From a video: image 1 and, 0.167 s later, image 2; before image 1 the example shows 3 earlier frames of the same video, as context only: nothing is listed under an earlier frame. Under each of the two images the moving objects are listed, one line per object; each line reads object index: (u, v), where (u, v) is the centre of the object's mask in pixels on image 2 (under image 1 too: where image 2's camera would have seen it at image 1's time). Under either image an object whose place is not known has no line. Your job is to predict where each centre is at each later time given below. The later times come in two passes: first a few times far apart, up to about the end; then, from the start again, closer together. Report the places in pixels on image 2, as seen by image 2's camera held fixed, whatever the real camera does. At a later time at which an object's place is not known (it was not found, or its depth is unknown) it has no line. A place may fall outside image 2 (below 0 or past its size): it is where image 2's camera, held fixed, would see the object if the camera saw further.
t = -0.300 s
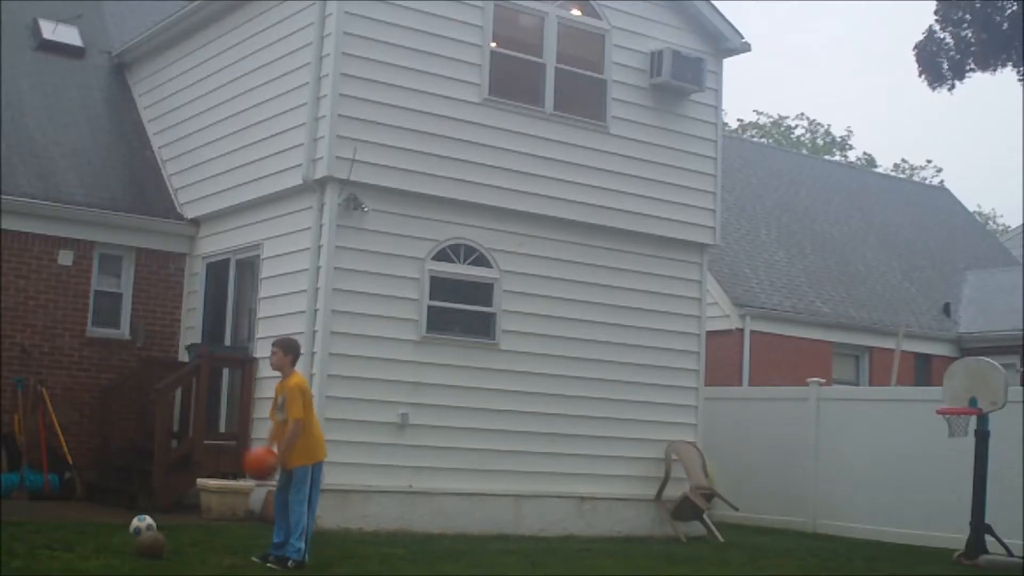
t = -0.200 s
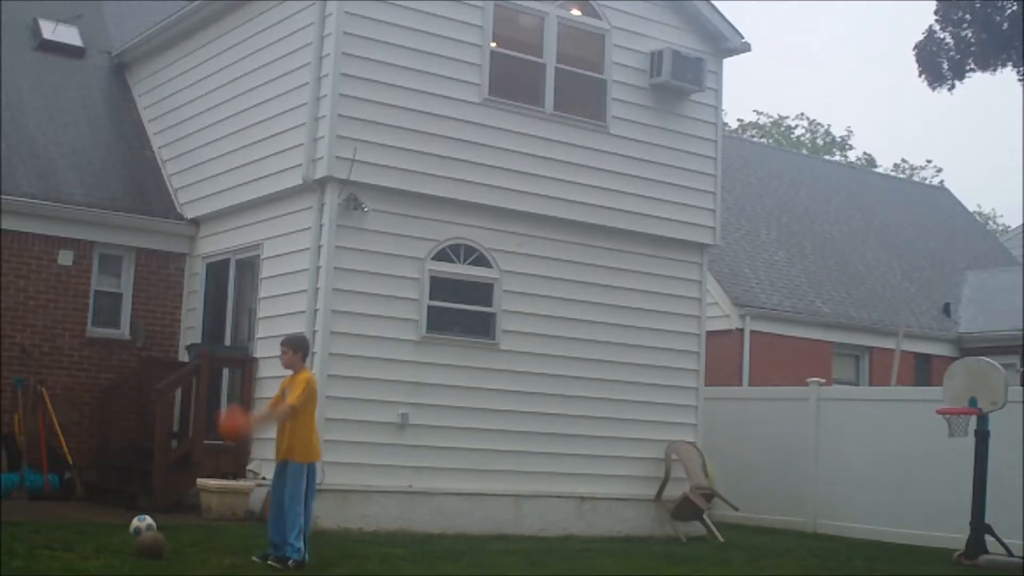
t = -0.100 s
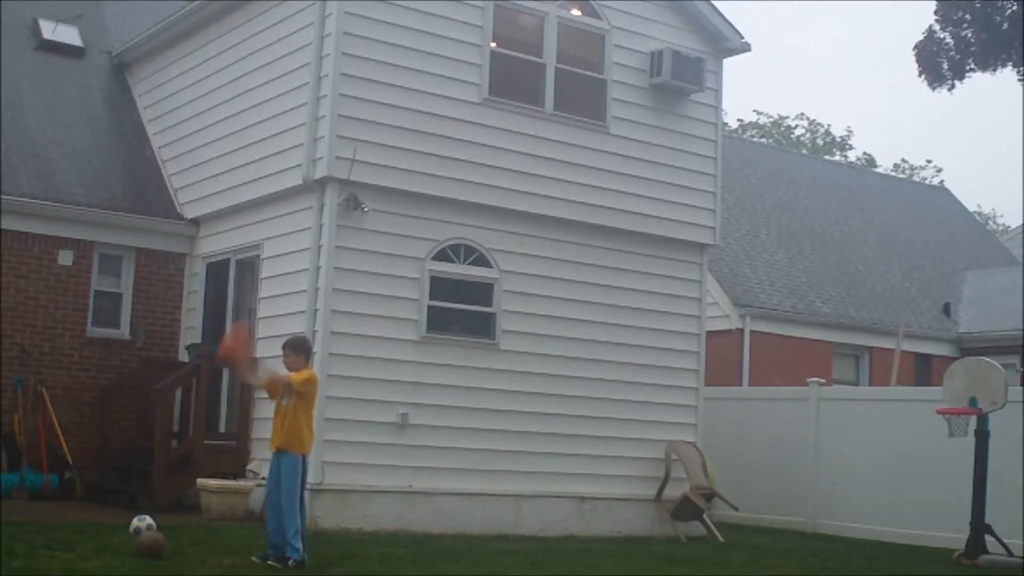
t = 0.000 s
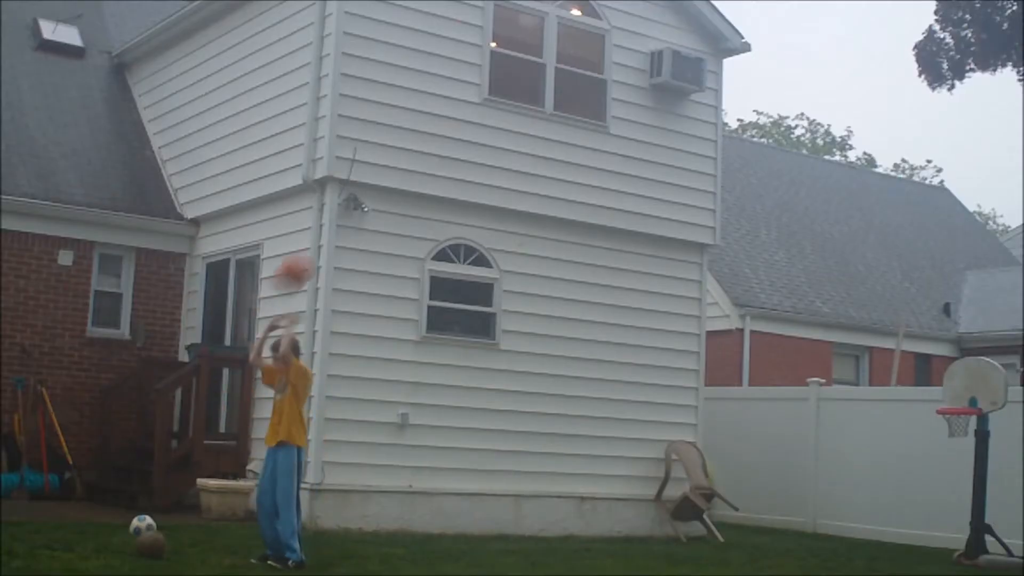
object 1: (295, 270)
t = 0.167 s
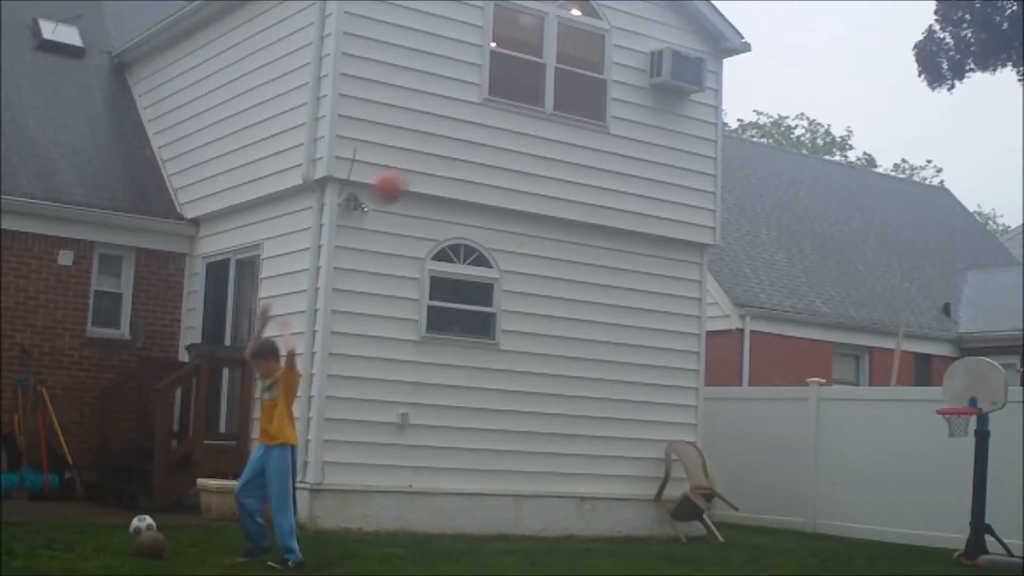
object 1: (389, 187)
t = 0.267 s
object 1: (442, 156)
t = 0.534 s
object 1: (569, 138)
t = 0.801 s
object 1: (681, 206)
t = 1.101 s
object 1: (793, 373)
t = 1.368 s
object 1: (874, 536)
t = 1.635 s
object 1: (909, 429)
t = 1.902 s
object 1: (942, 401)
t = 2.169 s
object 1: (960, 395)
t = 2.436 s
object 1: (954, 403)
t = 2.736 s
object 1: (961, 443)
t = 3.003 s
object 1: (968, 533)
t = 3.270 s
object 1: (944, 524)
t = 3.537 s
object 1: (913, 549)
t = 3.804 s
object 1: (883, 534)
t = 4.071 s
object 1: (851, 546)
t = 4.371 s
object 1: (814, 548)
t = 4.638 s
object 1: (782, 552)
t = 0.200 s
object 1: (407, 174)
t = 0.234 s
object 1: (425, 165)
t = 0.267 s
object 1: (442, 156)
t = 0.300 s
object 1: (460, 150)
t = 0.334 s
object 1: (477, 143)
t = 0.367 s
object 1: (492, 140)
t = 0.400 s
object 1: (509, 136)
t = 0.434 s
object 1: (525, 135)
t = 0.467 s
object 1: (540, 135)
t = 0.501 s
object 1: (554, 136)
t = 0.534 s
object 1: (569, 138)
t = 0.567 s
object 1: (584, 143)
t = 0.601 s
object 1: (599, 148)
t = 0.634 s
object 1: (613, 154)
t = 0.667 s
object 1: (627, 162)
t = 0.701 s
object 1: (641, 171)
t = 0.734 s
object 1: (655, 183)
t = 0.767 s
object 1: (669, 194)
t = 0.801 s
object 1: (681, 206)
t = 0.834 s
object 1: (694, 218)
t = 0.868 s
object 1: (709, 236)
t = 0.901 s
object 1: (720, 252)
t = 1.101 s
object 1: (793, 373)
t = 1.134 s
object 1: (806, 402)
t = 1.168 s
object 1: (817, 426)
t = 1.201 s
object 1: (828, 453)
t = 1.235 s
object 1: (839, 481)
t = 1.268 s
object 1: (849, 509)
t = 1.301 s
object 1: (862, 543)
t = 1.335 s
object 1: (869, 553)
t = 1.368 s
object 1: (874, 536)
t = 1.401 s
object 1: (879, 517)
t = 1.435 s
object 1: (883, 501)
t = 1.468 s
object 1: (888, 486)
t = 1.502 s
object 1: (892, 472)
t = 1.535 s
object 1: (897, 460)
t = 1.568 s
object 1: (901, 448)
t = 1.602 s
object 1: (905, 438)
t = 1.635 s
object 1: (909, 429)
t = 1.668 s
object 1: (914, 422)
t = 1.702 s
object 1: (918, 415)
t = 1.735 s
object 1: (922, 410)
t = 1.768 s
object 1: (926, 406)
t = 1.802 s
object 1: (930, 403)
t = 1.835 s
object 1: (934, 401)
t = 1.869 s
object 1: (937, 401)
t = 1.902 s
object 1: (942, 401)
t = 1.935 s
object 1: (944, 398)
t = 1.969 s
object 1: (946, 394)
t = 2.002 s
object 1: (949, 391)
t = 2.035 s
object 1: (952, 389)
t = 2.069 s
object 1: (954, 389)
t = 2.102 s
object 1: (956, 390)
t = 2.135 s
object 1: (958, 392)
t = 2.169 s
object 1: (960, 395)
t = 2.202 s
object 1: (963, 398)
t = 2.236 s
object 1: (964, 400)
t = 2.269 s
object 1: (964, 400)
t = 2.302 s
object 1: (963, 401)
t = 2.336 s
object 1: (960, 401)
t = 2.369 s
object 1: (958, 401)
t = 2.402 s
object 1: (956, 402)
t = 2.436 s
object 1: (954, 403)
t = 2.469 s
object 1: (954, 405)
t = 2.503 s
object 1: (955, 405)
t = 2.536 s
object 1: (954, 423)
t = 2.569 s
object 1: (955, 424)
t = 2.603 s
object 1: (957, 425)
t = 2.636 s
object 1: (958, 428)
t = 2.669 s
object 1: (959, 431)
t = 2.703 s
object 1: (960, 437)
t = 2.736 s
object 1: (961, 443)
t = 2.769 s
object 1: (962, 451)
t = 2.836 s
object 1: (964, 468)
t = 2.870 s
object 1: (965, 479)
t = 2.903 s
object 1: (965, 491)
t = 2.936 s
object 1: (966, 503)
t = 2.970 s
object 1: (967, 517)
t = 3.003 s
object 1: (968, 533)
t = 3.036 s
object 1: (968, 552)
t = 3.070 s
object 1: (967, 553)
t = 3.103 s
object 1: (965, 548)
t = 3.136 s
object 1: (960, 541)
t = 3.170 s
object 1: (955, 534)
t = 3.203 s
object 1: (952, 530)
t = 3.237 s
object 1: (948, 526)
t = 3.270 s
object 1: (944, 524)
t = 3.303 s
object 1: (940, 523)
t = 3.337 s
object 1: (937, 523)
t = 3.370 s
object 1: (933, 524)
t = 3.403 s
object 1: (929, 527)
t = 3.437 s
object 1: (925, 530)
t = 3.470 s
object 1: (921, 535)
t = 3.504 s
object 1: (917, 541)
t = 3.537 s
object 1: (913, 549)
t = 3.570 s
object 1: (909, 555)
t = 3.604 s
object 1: (907, 551)
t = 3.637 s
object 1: (902, 546)
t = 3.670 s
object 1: (898, 541)
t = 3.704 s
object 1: (894, 538)
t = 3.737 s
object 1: (891, 535)
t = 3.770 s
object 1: (887, 535)
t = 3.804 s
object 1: (883, 534)
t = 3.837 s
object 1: (879, 536)
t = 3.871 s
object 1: (874, 539)
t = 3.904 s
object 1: (871, 543)
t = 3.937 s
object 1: (867, 548)
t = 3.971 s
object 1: (863, 553)
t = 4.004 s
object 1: (859, 552)
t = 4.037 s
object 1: (855, 549)
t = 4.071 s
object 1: (851, 546)
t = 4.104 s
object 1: (848, 544)
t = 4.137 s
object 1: (843, 543)
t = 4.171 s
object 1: (840, 544)
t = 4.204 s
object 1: (836, 546)
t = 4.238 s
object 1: (832, 548)
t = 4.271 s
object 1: (827, 552)
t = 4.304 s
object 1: (822, 552)
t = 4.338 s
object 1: (818, 549)
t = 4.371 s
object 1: (814, 548)
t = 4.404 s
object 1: (810, 547)
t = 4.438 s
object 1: (806, 547)
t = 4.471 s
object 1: (802, 549)
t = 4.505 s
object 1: (798, 552)
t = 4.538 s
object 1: (794, 552)
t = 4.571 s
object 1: (790, 552)
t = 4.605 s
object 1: (785, 552)
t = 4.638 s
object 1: (782, 552)
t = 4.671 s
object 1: (777, 552)
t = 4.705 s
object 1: (773, 552)
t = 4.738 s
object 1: (770, 552)
